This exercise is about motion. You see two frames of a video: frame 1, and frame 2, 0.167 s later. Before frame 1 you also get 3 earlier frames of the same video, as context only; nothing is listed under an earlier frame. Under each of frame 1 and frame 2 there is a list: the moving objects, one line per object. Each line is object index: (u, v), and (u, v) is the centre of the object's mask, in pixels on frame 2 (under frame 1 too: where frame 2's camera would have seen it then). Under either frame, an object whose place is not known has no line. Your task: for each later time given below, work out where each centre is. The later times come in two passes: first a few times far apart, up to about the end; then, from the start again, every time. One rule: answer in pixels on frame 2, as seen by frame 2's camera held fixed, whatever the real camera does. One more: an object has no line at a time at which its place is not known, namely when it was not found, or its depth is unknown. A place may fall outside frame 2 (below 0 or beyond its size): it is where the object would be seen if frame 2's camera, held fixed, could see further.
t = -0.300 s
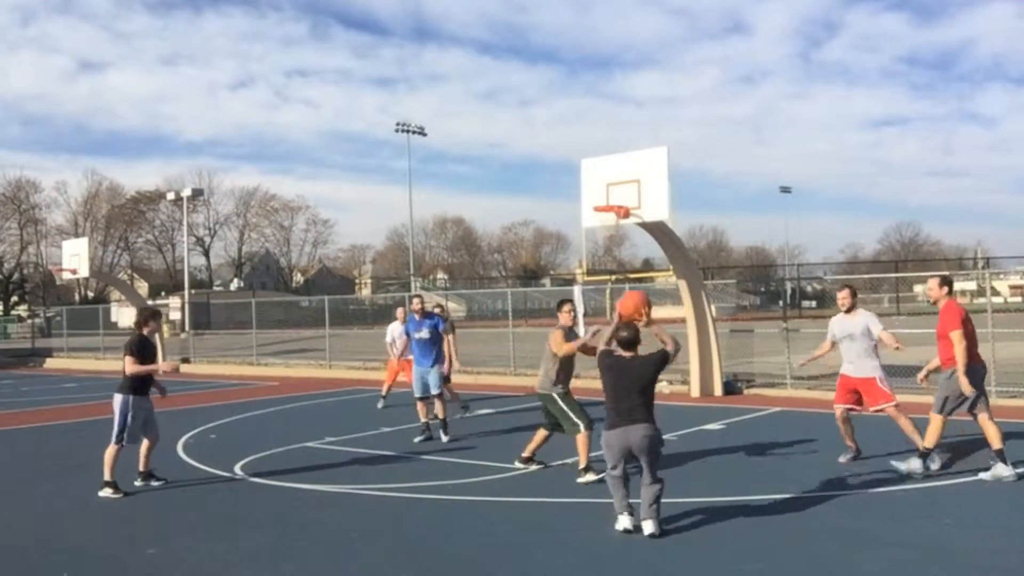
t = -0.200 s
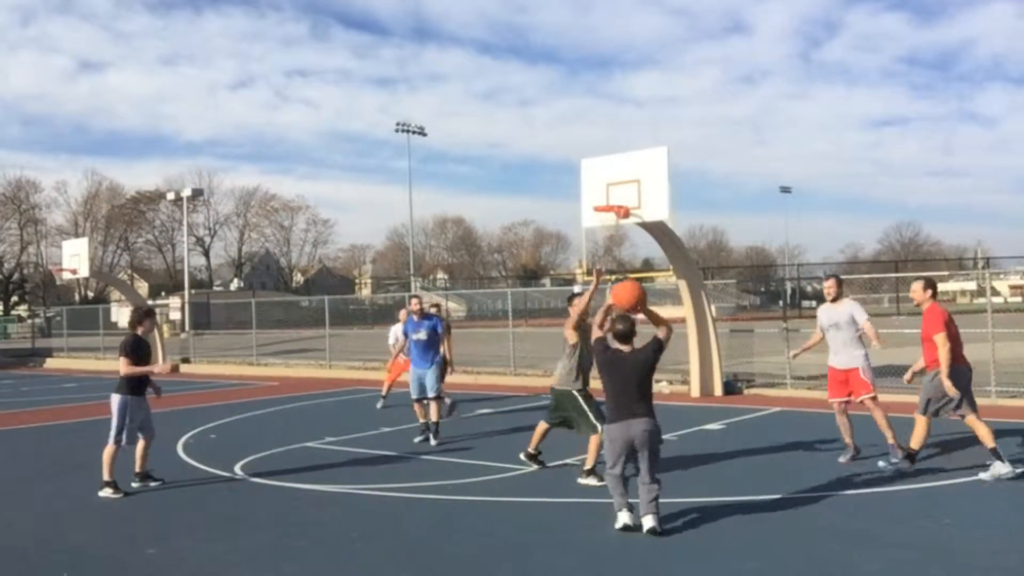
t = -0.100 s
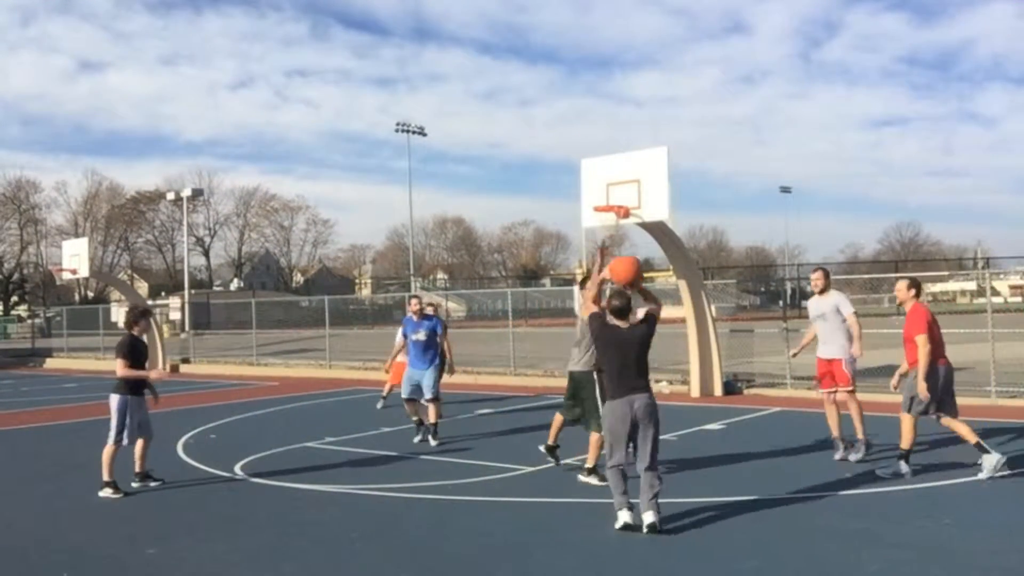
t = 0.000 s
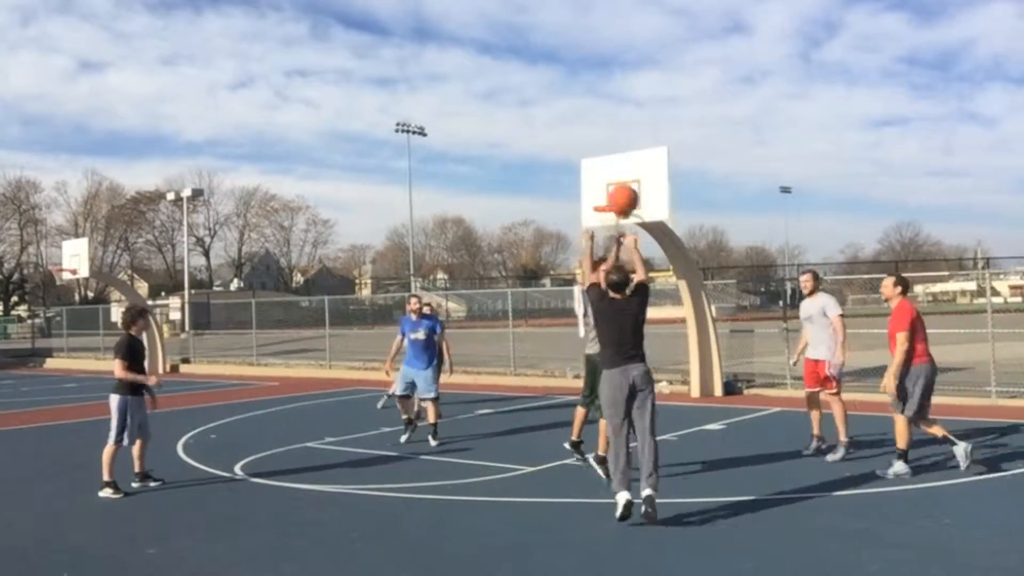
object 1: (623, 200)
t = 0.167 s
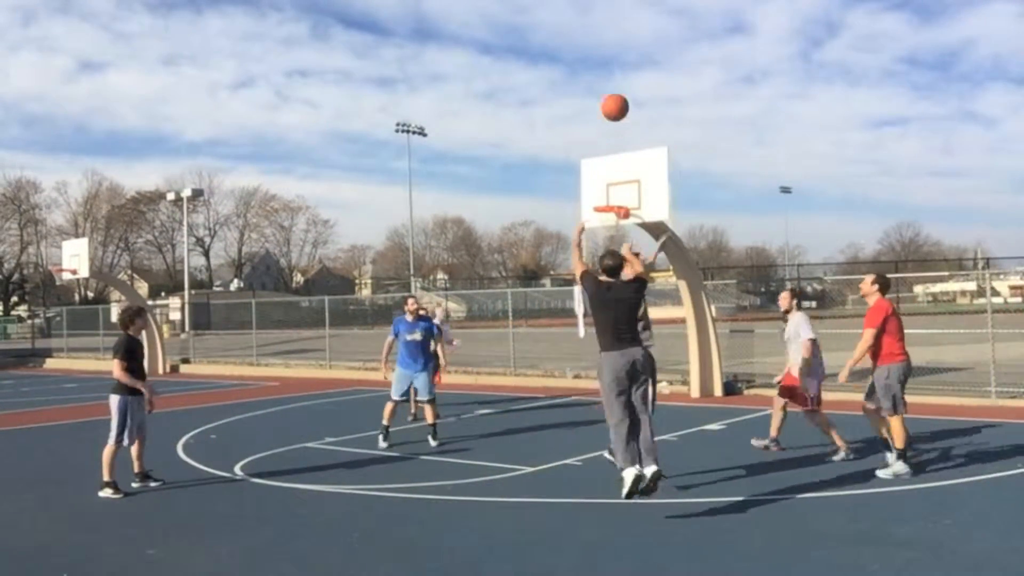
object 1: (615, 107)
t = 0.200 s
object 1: (614, 95)
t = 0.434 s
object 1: (609, 53)
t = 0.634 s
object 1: (608, 62)
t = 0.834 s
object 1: (608, 99)
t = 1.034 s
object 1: (609, 156)
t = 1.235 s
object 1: (610, 224)
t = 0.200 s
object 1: (614, 95)
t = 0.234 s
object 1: (613, 85)
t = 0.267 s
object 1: (612, 76)
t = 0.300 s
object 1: (612, 69)
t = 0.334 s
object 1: (610, 63)
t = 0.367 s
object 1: (610, 59)
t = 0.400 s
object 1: (610, 55)
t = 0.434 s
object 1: (609, 53)
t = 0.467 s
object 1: (608, 52)
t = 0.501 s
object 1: (608, 52)
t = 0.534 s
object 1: (608, 54)
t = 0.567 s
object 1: (608, 55)
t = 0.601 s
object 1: (608, 58)
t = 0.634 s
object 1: (608, 62)
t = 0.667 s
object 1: (608, 67)
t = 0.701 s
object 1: (608, 72)
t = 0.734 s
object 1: (607, 78)
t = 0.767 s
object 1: (608, 85)
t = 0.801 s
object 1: (608, 92)
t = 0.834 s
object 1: (608, 99)
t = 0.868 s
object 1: (608, 107)
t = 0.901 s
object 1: (608, 116)
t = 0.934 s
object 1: (608, 125)
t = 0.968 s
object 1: (609, 135)
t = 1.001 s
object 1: (608, 146)
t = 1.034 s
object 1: (609, 156)
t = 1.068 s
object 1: (609, 167)
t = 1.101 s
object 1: (610, 179)
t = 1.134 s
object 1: (610, 191)
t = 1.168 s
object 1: (611, 203)
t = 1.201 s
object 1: (611, 217)
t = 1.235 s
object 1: (610, 224)
